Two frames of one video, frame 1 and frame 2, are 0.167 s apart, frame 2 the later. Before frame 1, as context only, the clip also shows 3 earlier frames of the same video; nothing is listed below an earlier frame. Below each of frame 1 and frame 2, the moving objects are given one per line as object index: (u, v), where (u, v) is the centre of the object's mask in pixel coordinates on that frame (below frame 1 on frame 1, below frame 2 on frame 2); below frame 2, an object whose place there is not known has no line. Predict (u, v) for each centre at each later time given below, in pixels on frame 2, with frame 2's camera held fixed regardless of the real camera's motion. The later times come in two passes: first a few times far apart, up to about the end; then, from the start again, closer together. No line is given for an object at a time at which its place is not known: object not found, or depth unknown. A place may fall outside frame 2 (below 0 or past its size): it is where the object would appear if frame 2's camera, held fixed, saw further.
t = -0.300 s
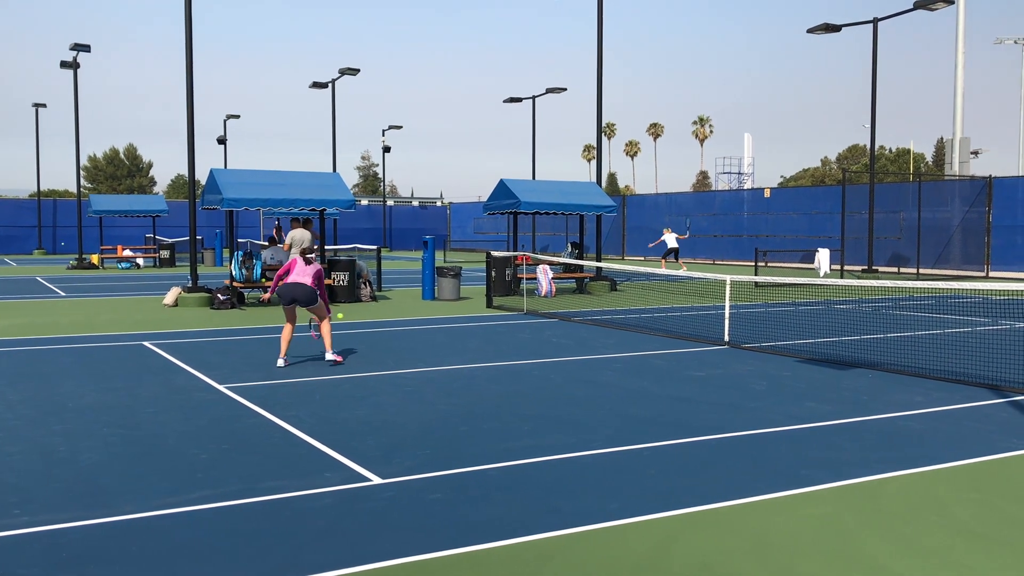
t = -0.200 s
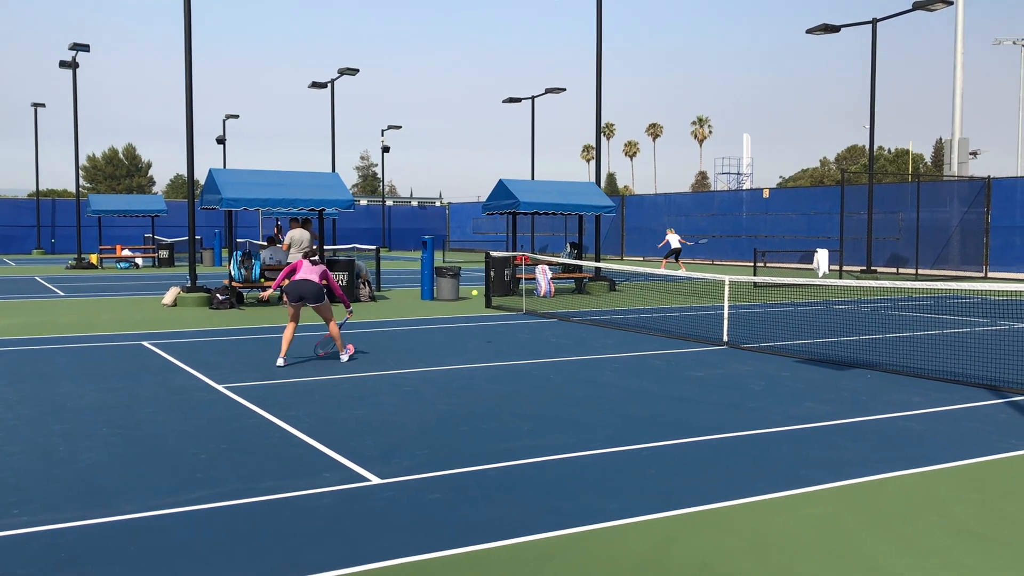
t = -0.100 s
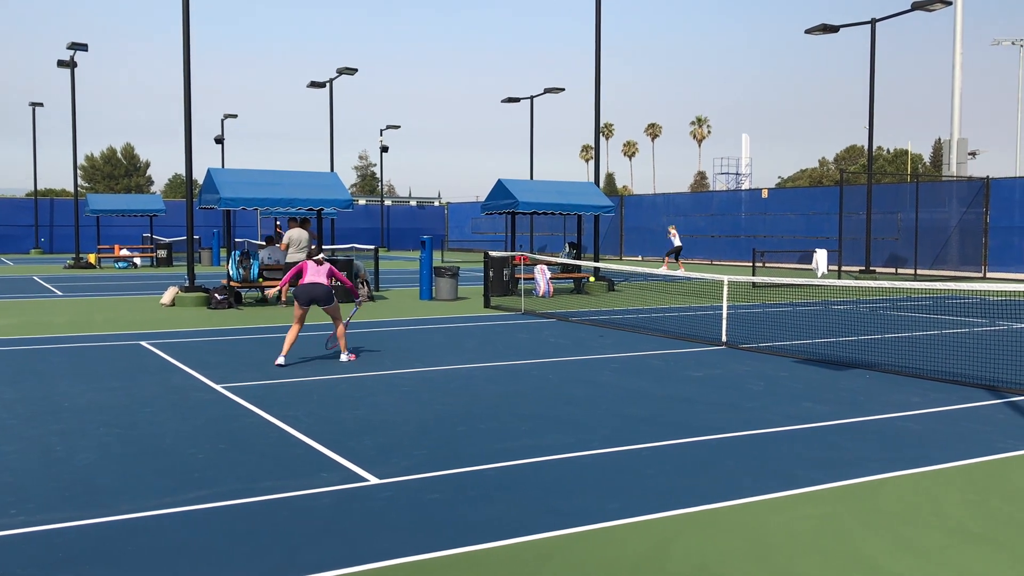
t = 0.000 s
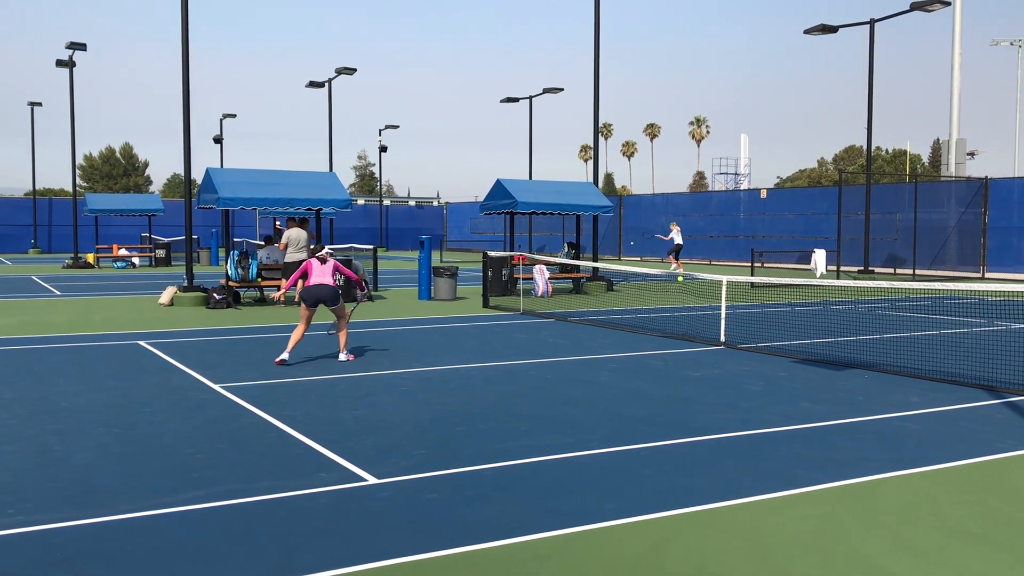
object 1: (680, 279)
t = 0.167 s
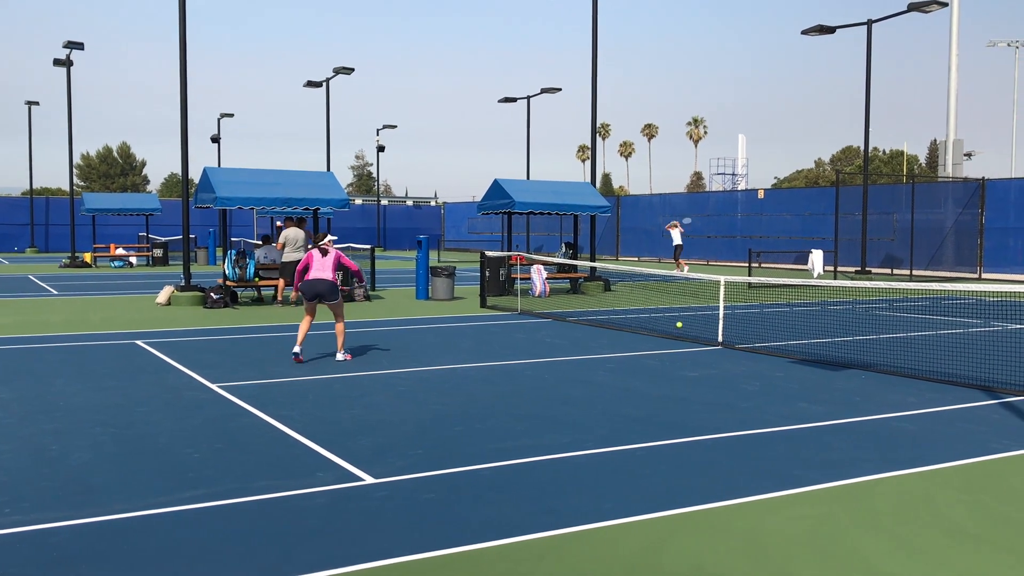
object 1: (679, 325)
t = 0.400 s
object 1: (666, 302)
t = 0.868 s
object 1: (634, 323)
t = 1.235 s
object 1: (608, 316)
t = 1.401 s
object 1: (597, 325)
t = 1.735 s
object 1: (574, 336)
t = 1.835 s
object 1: (567, 335)
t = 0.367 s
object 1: (668, 307)
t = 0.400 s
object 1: (666, 302)
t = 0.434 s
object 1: (664, 299)
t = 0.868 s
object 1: (634, 323)
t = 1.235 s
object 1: (608, 316)
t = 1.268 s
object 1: (606, 317)
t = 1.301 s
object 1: (604, 317)
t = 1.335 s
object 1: (601, 319)
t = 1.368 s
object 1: (599, 322)
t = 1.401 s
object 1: (597, 325)
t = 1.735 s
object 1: (574, 336)
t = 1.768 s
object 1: (572, 335)
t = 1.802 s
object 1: (569, 335)
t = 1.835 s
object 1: (567, 335)
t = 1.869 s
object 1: (565, 337)
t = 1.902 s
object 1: (563, 340)
